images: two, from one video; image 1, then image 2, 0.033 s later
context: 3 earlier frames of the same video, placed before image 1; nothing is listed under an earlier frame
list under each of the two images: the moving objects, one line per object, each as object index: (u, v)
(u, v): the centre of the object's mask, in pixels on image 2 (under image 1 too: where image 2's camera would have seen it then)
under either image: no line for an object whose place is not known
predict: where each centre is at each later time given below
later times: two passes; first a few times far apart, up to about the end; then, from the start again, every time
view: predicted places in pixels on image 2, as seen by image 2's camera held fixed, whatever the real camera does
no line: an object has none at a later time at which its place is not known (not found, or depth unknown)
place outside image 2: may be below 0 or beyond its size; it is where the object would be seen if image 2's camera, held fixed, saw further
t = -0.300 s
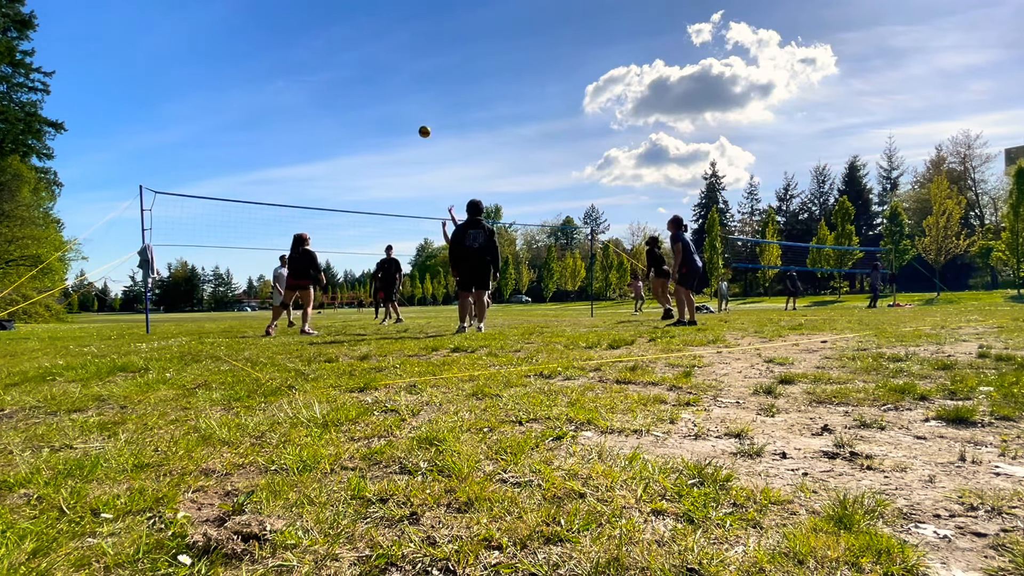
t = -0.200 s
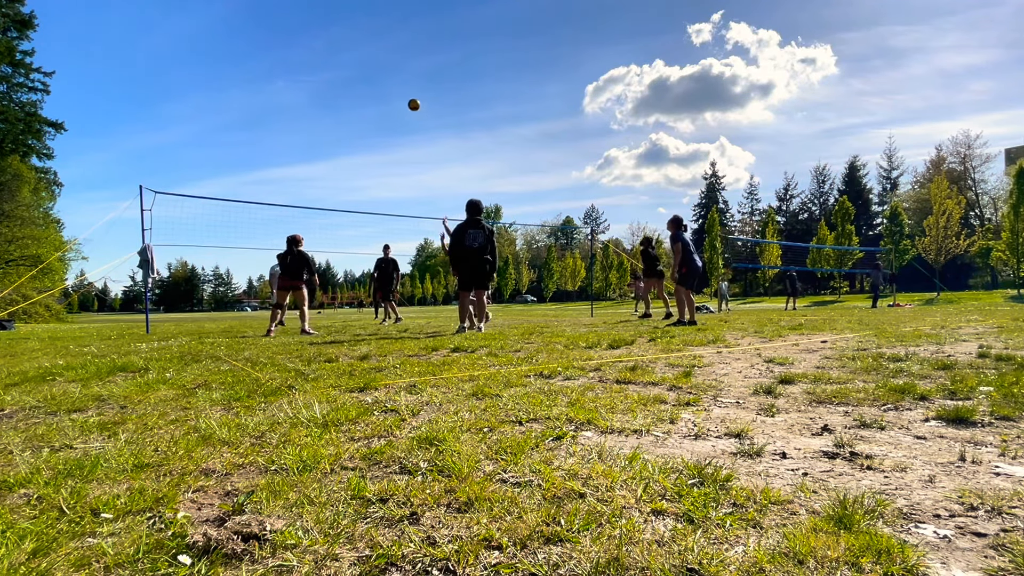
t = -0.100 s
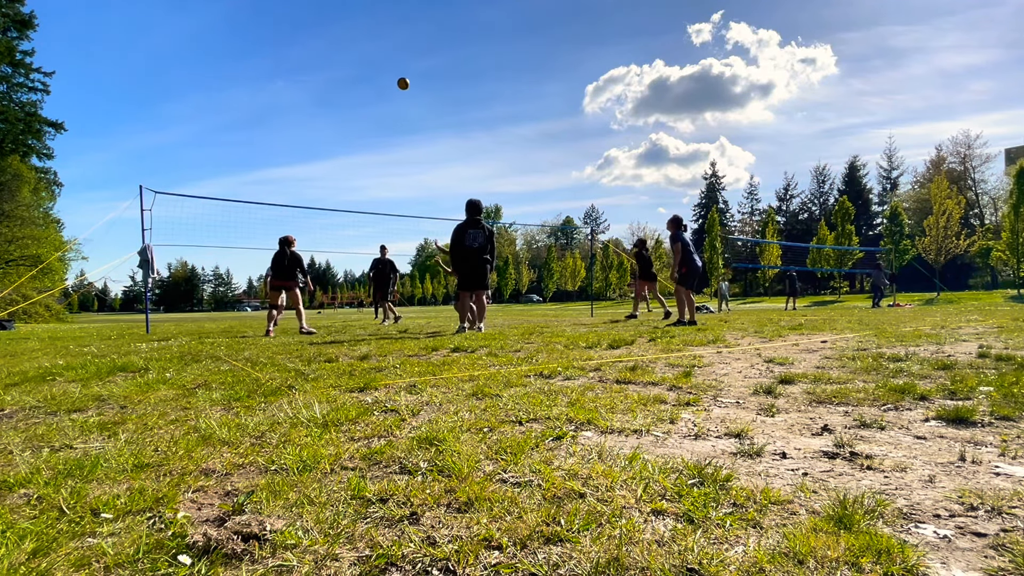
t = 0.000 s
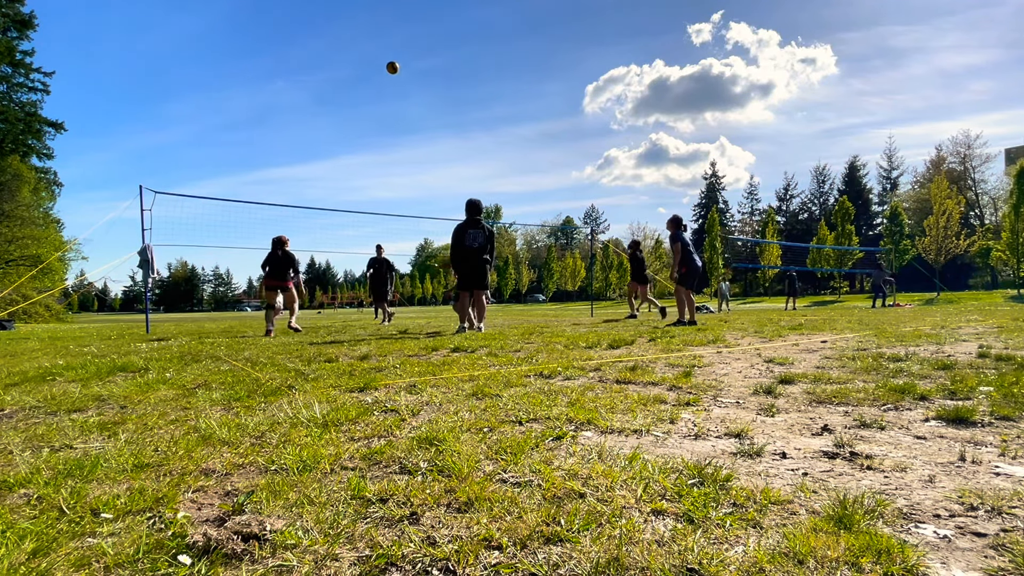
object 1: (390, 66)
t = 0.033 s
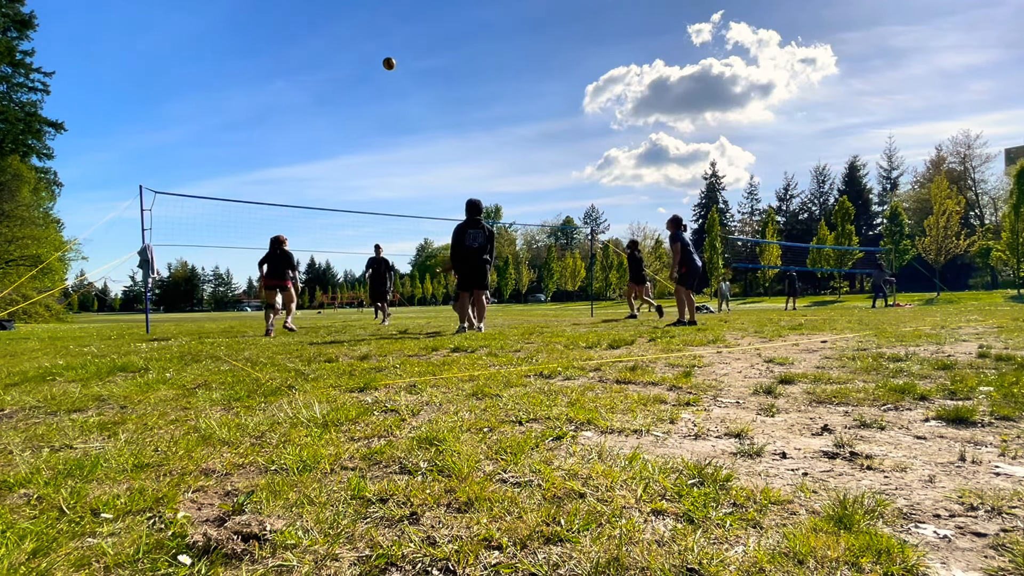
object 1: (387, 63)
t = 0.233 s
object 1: (366, 52)
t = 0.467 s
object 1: (340, 67)
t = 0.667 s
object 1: (319, 105)
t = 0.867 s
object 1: (299, 168)
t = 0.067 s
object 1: (383, 59)
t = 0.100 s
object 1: (381, 57)
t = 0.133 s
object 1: (377, 55)
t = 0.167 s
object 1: (374, 53)
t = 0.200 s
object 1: (370, 52)
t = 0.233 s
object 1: (366, 52)
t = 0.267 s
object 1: (362, 52)
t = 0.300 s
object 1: (359, 52)
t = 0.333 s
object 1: (355, 54)
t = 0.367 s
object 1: (351, 56)
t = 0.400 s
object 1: (348, 59)
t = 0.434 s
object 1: (344, 63)
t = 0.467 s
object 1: (340, 67)
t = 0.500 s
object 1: (337, 71)
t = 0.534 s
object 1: (334, 77)
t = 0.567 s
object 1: (330, 83)
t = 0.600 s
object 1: (326, 90)
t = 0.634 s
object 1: (323, 97)
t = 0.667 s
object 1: (319, 105)
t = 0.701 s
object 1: (315, 114)
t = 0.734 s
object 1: (312, 123)
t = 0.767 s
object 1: (308, 134)
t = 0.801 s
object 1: (305, 144)
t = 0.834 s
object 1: (302, 156)
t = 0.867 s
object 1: (299, 168)
